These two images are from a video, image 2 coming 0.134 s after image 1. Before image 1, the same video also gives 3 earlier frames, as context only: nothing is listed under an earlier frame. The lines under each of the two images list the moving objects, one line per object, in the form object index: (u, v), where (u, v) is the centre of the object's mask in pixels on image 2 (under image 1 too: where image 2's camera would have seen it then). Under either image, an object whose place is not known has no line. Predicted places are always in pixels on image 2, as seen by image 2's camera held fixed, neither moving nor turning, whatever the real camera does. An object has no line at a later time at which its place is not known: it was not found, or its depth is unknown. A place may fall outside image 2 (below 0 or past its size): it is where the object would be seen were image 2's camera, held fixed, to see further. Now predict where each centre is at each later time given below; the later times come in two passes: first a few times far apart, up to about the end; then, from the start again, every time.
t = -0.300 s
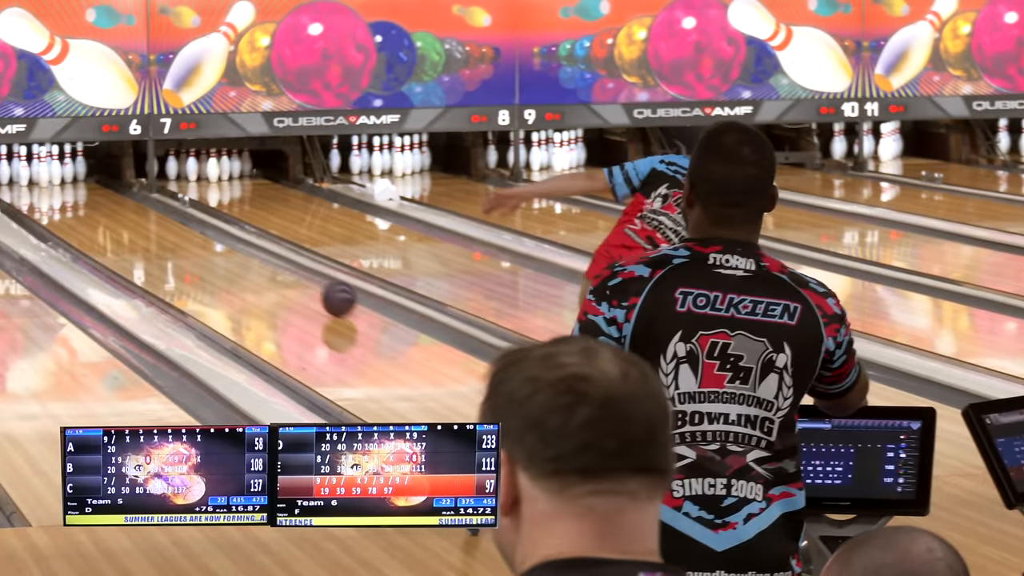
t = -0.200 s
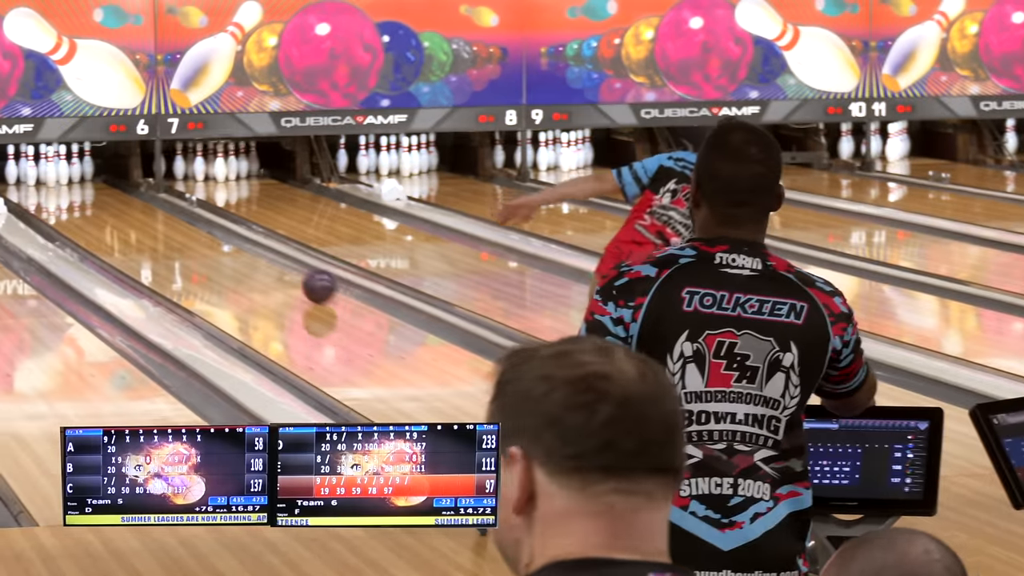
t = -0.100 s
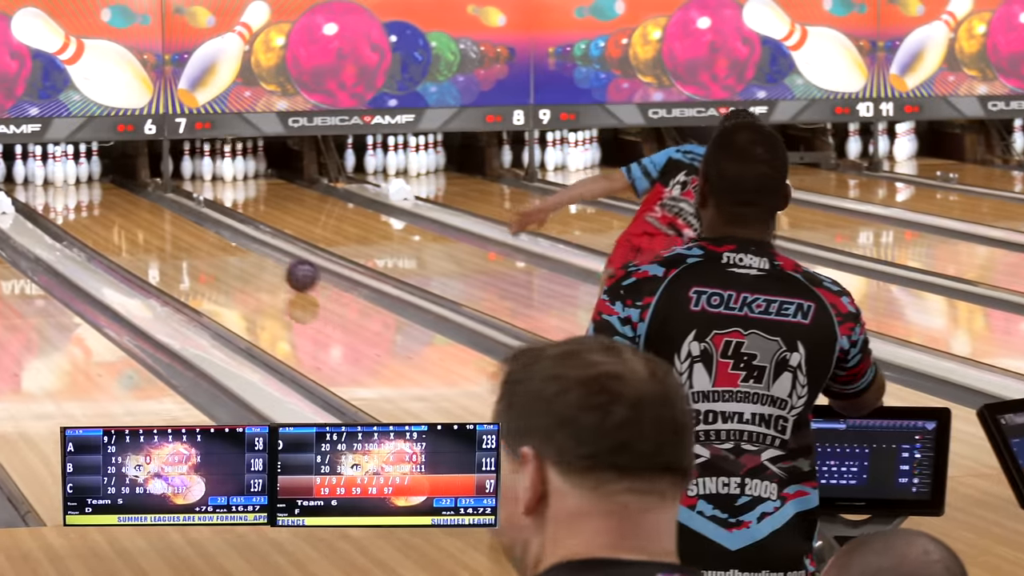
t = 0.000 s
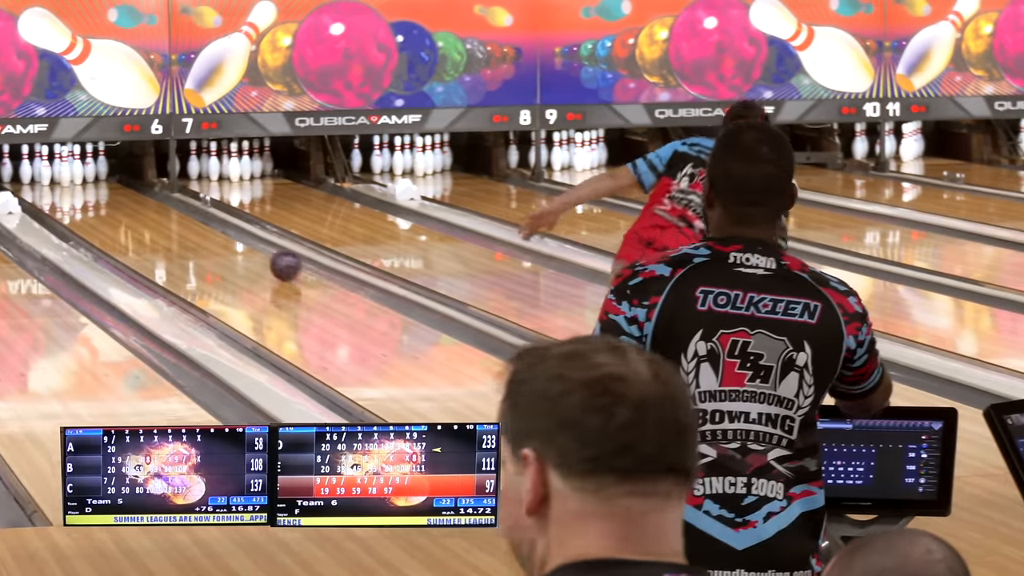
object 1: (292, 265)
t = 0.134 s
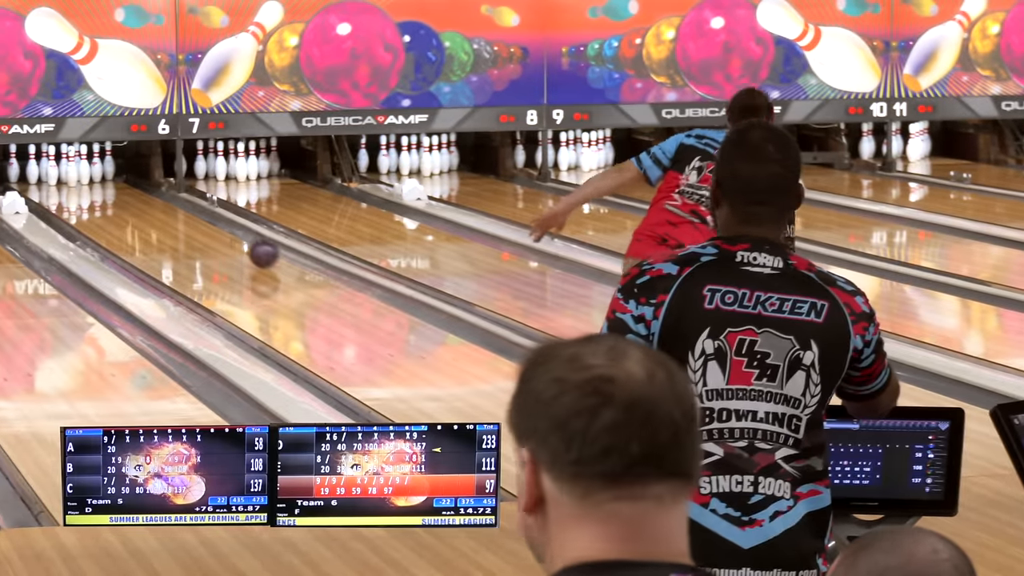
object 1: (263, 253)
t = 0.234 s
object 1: (243, 244)
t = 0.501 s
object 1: (196, 221)
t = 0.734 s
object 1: (158, 202)
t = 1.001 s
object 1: (119, 187)
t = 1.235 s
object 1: (84, 176)
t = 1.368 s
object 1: (80, 172)
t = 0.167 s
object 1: (257, 250)
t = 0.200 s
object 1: (250, 247)
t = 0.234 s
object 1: (243, 244)
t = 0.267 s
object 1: (237, 242)
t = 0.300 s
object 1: (231, 238)
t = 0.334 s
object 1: (225, 236)
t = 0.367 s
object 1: (219, 232)
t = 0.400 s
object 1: (213, 229)
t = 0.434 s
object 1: (207, 227)
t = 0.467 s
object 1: (202, 224)
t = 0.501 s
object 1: (196, 221)
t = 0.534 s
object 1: (190, 219)
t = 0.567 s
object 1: (185, 217)
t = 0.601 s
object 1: (179, 215)
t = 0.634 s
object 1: (174, 212)
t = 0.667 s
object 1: (169, 209)
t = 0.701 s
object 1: (164, 205)
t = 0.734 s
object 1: (158, 202)
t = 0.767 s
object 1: (154, 200)
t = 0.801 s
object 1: (149, 197)
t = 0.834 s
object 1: (144, 196)
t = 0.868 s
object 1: (139, 194)
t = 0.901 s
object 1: (134, 192)
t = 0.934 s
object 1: (128, 190)
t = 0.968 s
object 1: (123, 188)
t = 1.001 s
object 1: (119, 187)
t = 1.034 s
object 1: (114, 185)
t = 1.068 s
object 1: (108, 183)
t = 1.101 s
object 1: (103, 182)
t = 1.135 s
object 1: (98, 180)
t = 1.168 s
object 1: (93, 178)
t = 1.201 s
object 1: (88, 177)
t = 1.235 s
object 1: (84, 176)
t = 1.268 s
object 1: (83, 174)
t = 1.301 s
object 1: (82, 173)
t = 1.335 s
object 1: (81, 173)
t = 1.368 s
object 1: (80, 172)
